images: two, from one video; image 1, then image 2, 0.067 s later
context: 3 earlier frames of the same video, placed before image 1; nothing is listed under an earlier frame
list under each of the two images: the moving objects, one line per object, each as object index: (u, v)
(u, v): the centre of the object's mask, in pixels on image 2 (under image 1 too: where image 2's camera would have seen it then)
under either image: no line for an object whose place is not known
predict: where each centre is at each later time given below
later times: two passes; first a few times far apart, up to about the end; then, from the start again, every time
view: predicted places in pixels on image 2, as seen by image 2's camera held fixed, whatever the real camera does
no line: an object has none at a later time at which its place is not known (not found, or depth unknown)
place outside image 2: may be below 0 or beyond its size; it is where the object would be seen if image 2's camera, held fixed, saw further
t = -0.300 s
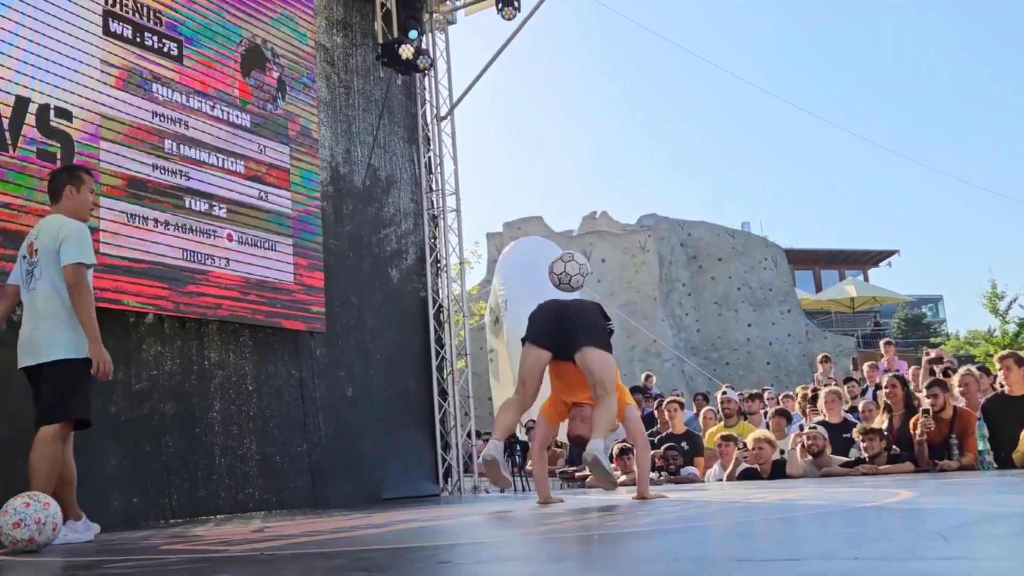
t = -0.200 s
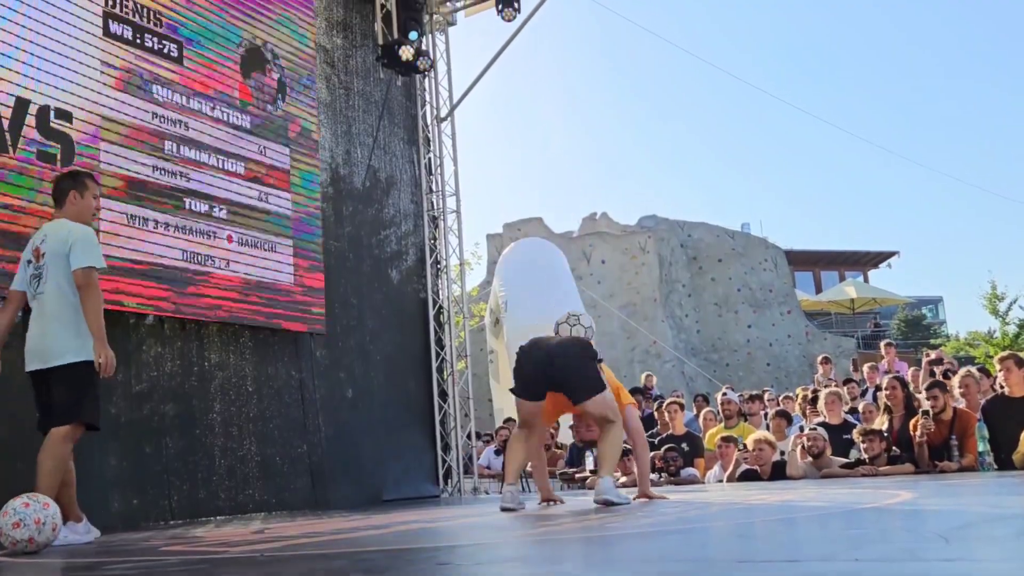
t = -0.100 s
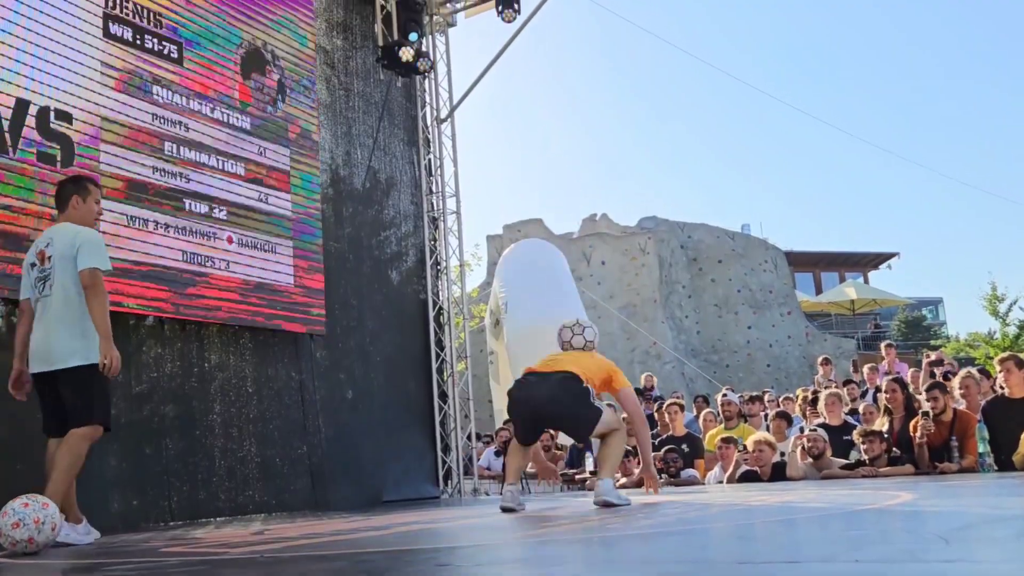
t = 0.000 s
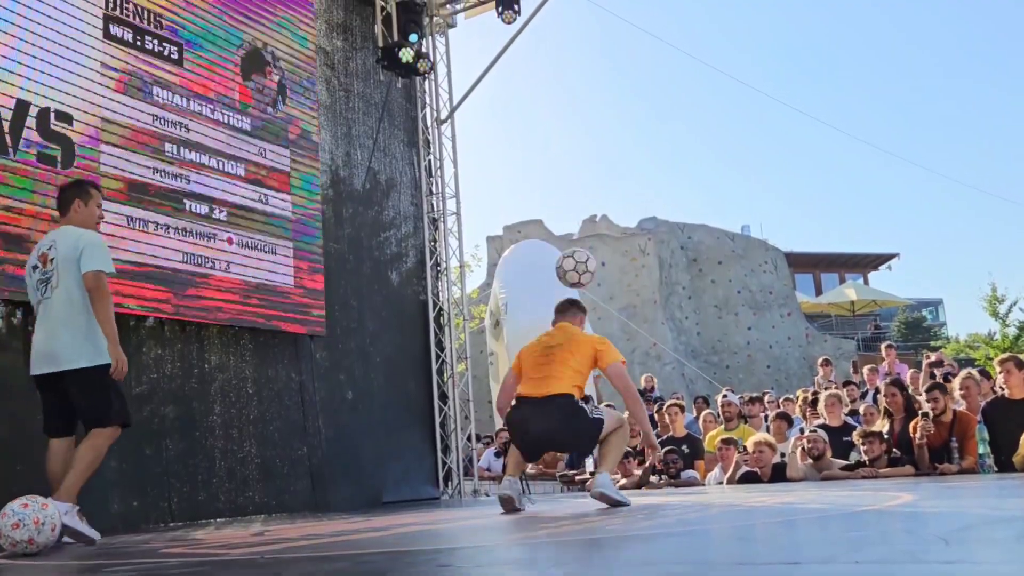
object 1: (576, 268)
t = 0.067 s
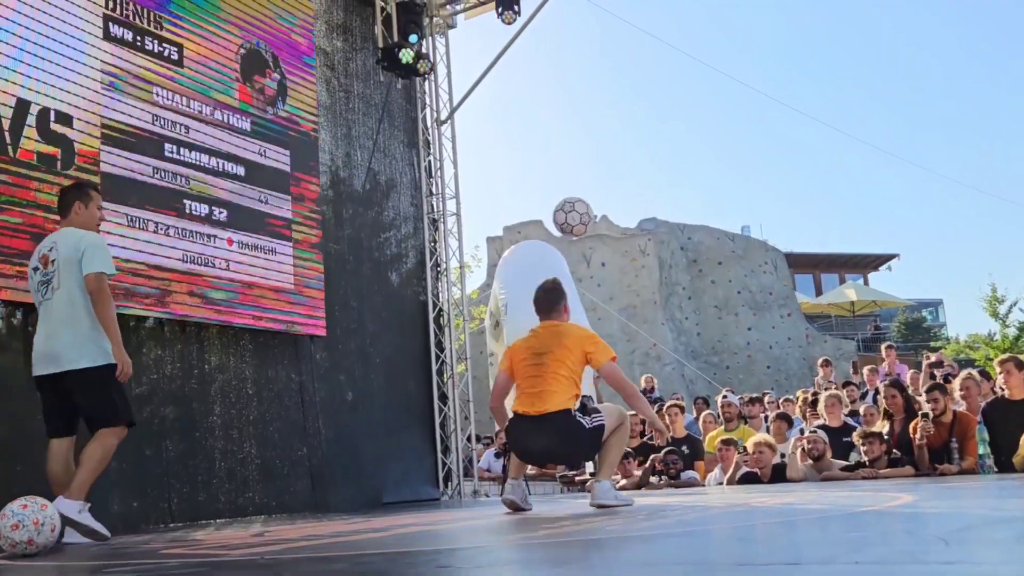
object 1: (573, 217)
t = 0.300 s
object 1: (569, 94)
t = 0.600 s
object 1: (576, 72)
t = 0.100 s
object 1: (572, 194)
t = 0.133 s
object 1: (571, 173)
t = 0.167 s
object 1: (570, 153)
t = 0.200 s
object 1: (570, 136)
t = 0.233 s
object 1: (569, 120)
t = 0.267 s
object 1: (569, 106)
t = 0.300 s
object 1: (569, 94)
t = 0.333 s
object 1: (569, 83)
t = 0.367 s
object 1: (569, 75)
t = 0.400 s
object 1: (570, 69)
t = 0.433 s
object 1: (570, 64)
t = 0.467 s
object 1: (571, 62)
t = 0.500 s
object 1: (572, 62)
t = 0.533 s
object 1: (573, 63)
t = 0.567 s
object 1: (574, 67)
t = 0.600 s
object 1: (576, 72)
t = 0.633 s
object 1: (578, 80)
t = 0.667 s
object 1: (580, 91)
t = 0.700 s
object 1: (582, 103)
